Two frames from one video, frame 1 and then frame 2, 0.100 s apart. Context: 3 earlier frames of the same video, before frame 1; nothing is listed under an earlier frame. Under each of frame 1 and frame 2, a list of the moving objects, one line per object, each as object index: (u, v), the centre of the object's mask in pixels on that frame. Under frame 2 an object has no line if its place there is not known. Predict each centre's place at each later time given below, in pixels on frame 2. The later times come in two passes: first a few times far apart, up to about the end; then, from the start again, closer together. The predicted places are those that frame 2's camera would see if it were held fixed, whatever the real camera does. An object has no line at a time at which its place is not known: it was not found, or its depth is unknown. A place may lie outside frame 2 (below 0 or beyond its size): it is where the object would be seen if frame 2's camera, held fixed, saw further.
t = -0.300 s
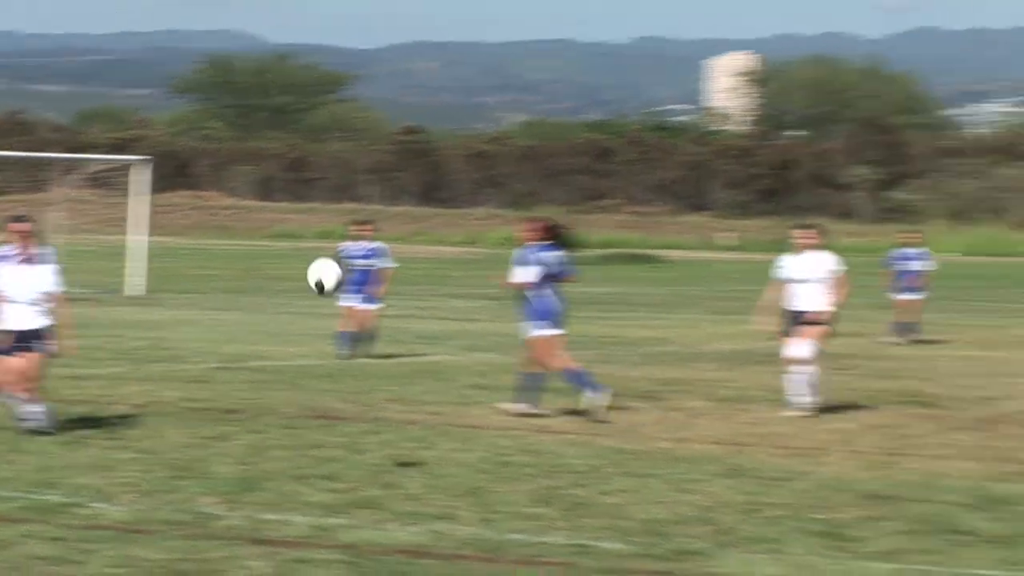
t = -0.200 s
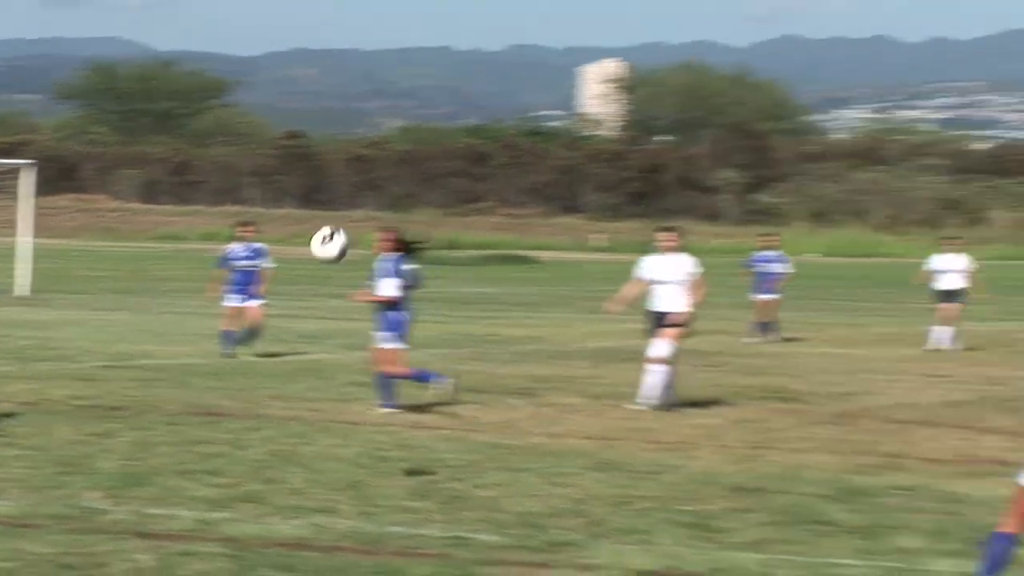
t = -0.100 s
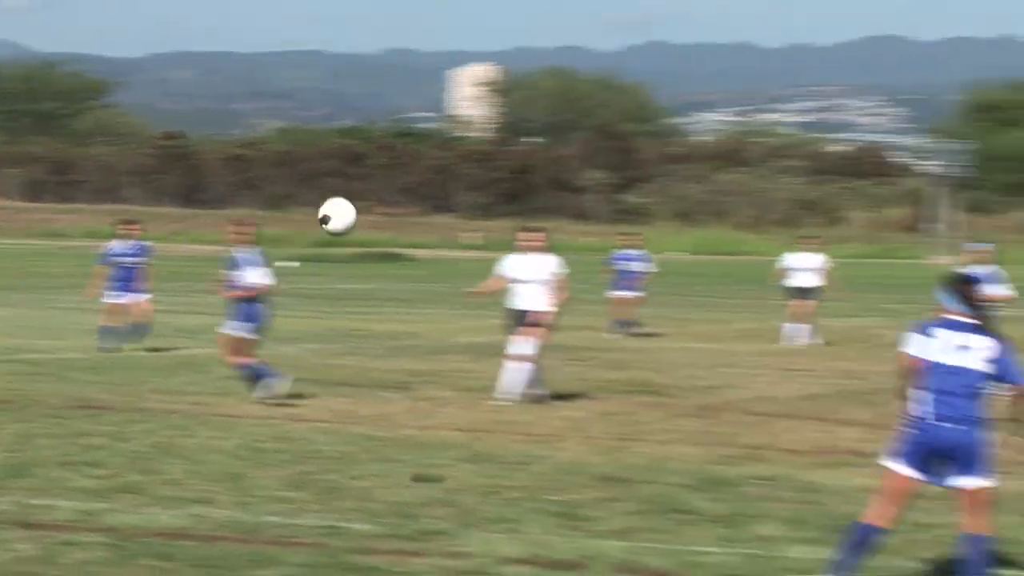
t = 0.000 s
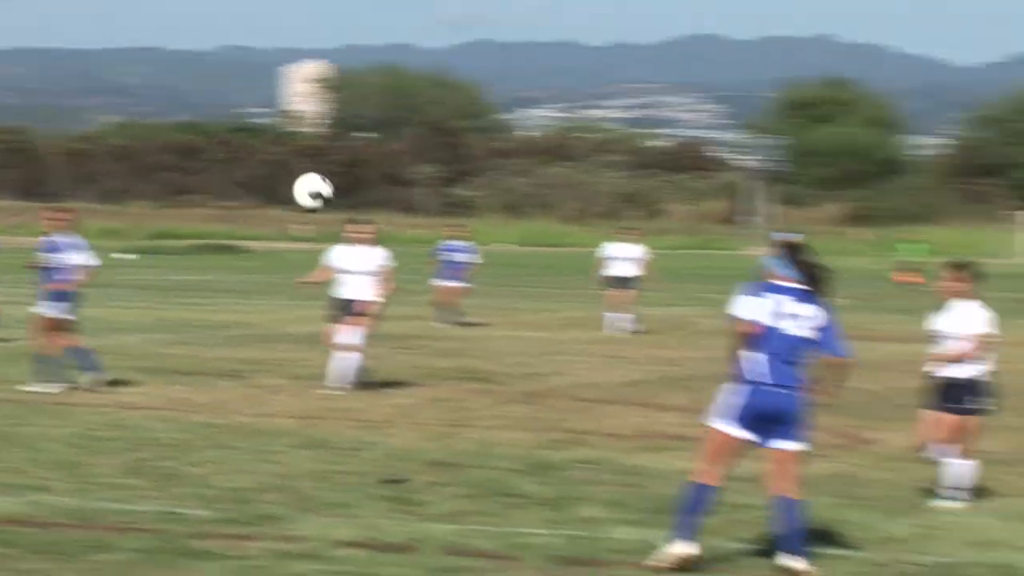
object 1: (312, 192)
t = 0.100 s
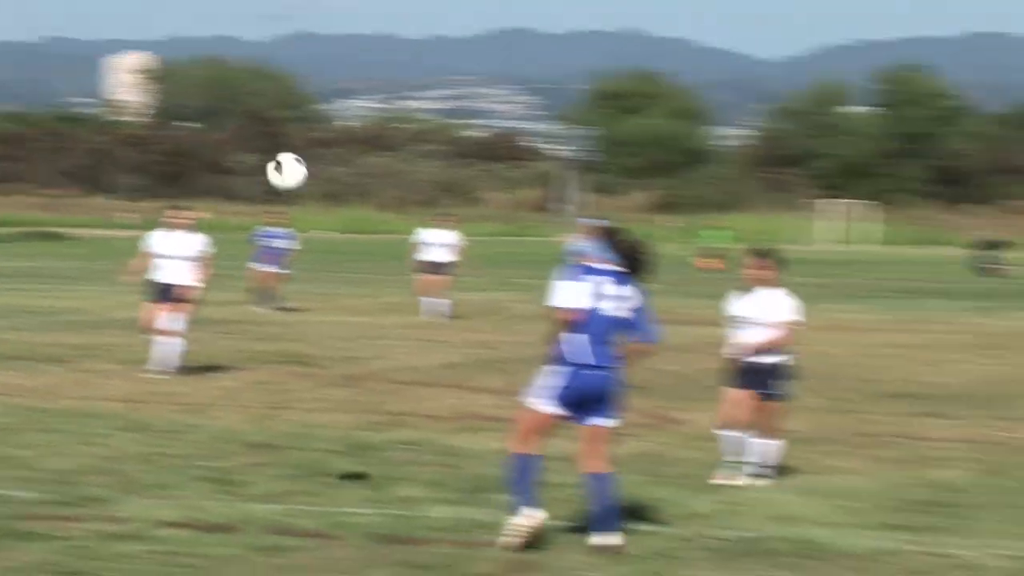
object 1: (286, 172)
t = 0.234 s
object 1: (511, 182)
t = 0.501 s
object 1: (1064, 291)
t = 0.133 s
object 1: (342, 172)
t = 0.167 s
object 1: (397, 175)
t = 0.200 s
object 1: (454, 178)
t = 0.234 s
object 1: (511, 182)
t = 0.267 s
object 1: (569, 187)
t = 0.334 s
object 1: (699, 208)
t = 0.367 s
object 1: (766, 221)
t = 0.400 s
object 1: (835, 236)
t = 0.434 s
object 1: (906, 253)
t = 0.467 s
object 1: (983, 270)
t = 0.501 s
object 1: (1064, 291)
